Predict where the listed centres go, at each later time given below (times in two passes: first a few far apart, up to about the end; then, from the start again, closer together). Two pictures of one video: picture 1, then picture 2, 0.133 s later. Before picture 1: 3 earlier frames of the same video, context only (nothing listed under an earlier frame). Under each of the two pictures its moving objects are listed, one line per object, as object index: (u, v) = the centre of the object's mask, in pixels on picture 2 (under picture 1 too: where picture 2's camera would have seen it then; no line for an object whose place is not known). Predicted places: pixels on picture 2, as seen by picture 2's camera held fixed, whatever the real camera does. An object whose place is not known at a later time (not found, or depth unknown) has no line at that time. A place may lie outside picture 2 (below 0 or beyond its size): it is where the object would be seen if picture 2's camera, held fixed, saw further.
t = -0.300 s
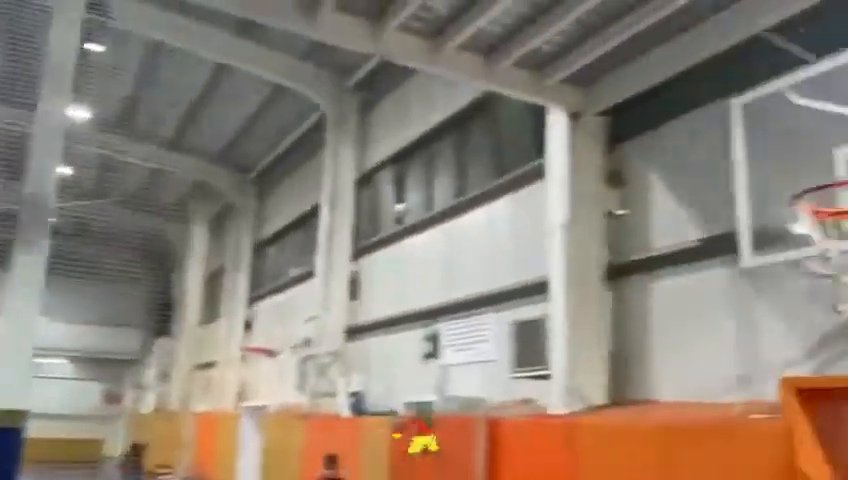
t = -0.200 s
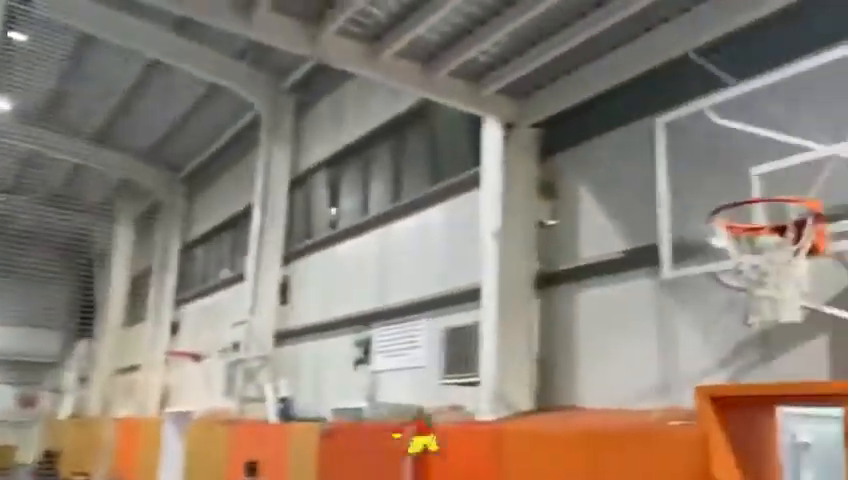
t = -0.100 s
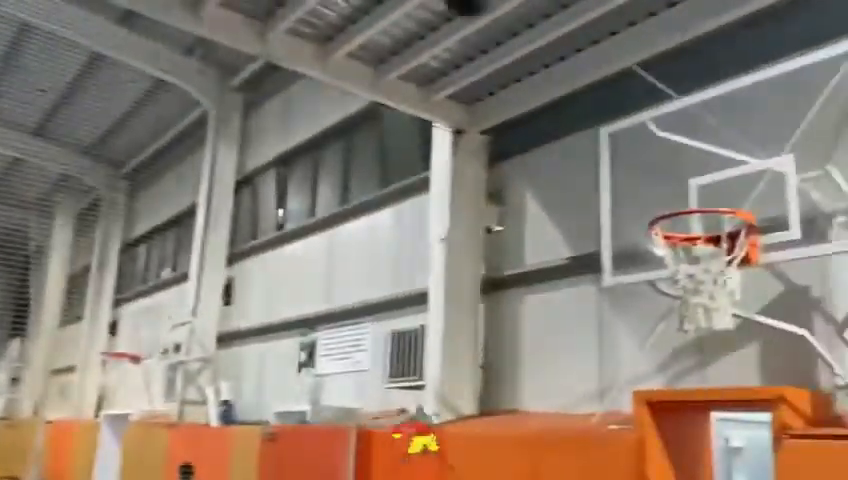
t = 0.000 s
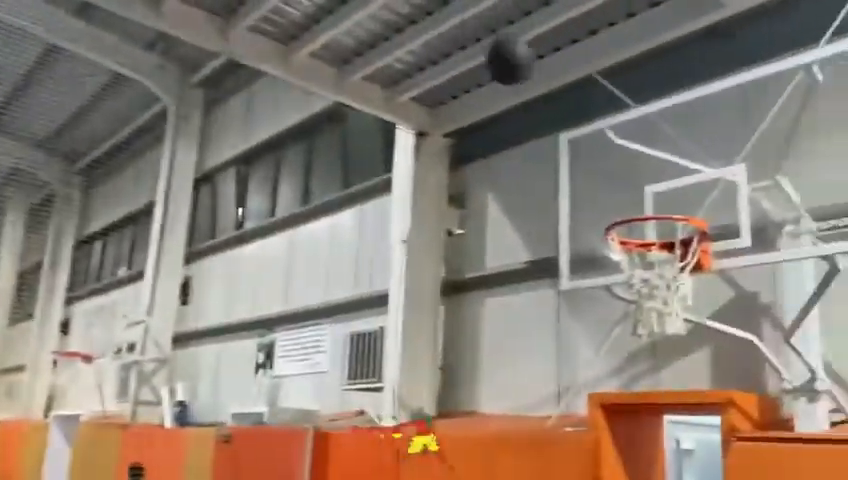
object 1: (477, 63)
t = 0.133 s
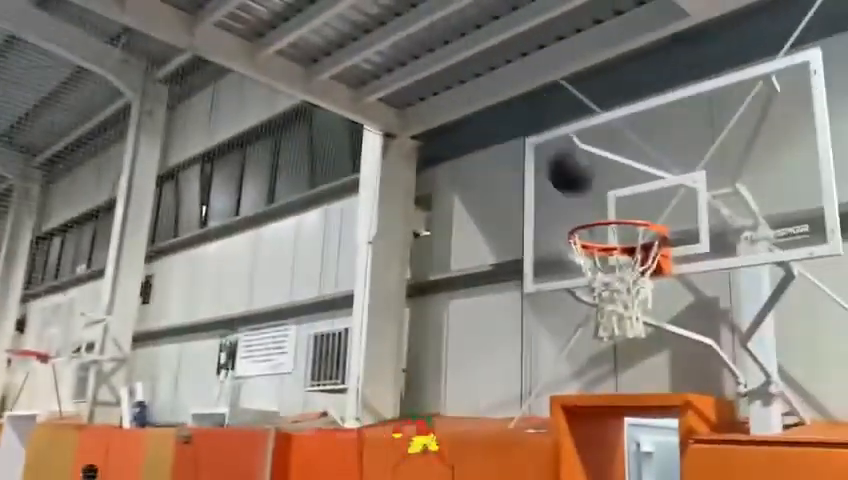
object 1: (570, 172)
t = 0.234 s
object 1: (634, 263)
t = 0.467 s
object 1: (653, 274)
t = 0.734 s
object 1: (653, 413)
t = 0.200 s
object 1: (614, 237)
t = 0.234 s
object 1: (634, 263)
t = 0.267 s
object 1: (655, 268)
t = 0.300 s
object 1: (648, 279)
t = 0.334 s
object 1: (649, 271)
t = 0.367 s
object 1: (651, 270)
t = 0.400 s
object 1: (652, 270)
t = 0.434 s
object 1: (652, 272)
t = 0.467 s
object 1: (653, 274)
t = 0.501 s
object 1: (651, 285)
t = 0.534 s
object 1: (651, 295)
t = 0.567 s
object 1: (651, 308)
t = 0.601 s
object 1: (651, 323)
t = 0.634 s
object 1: (651, 341)
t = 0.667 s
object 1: (652, 360)
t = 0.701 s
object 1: (652, 385)
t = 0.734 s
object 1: (653, 413)
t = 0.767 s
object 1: (653, 446)
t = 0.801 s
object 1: (654, 480)
